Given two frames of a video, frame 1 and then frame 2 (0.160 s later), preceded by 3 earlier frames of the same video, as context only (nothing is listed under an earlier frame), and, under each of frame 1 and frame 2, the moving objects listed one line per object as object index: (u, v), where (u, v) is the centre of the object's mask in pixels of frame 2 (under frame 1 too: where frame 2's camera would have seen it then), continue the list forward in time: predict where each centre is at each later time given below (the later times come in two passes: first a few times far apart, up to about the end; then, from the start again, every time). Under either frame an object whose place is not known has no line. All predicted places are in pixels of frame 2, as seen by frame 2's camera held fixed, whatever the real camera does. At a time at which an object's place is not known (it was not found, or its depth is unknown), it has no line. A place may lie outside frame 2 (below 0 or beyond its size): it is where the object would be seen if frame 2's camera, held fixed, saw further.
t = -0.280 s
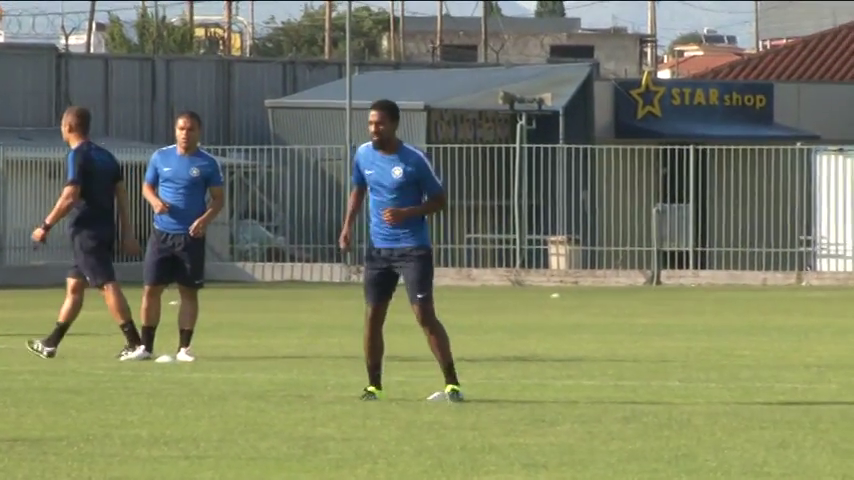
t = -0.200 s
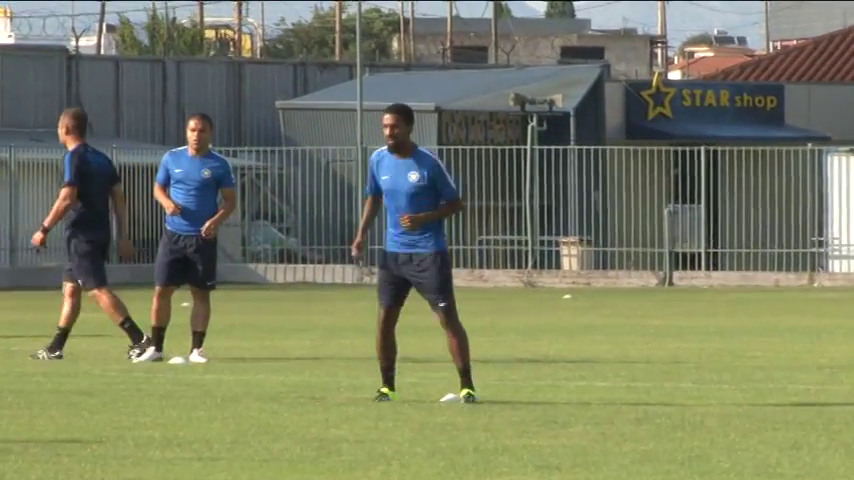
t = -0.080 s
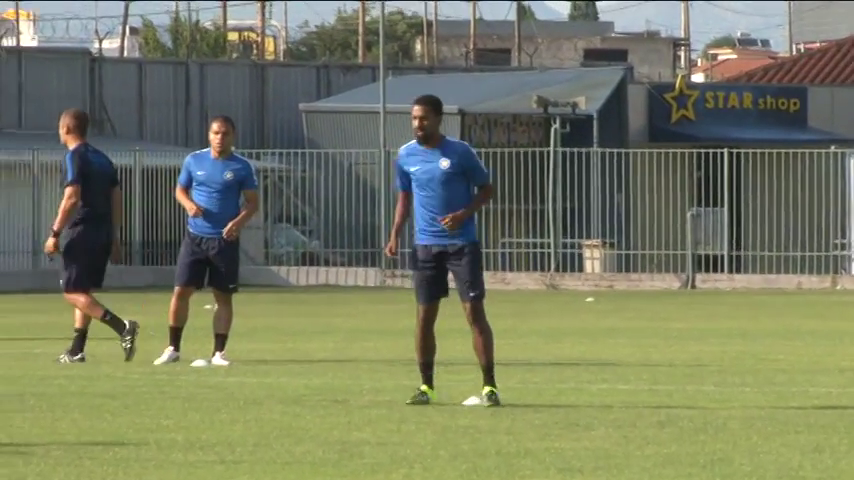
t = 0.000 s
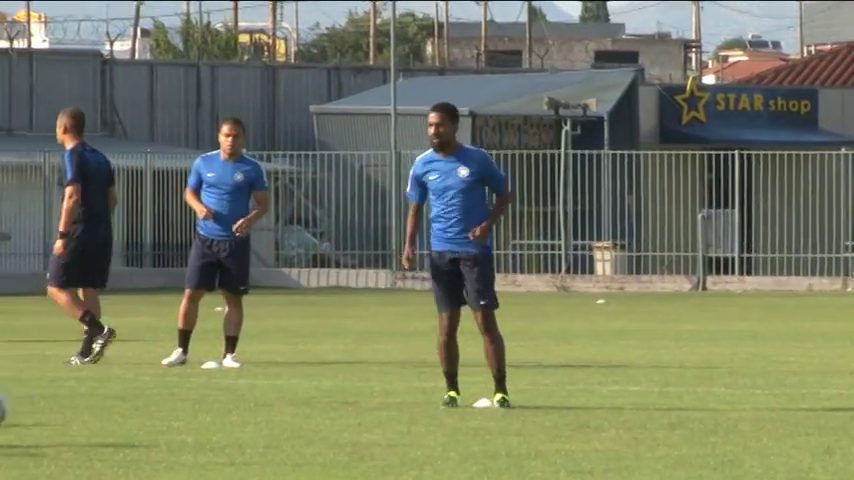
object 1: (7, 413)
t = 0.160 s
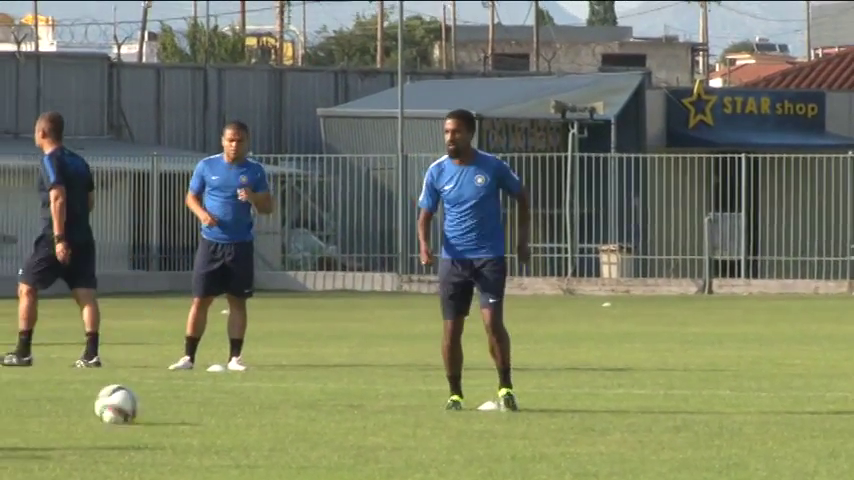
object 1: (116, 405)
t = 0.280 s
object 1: (195, 403)
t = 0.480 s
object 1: (306, 397)
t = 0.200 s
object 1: (143, 403)
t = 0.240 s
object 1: (170, 403)
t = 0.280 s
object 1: (195, 403)
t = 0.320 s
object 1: (218, 401)
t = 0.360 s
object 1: (241, 400)
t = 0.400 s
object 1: (264, 400)
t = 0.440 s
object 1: (285, 399)
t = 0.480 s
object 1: (306, 397)
